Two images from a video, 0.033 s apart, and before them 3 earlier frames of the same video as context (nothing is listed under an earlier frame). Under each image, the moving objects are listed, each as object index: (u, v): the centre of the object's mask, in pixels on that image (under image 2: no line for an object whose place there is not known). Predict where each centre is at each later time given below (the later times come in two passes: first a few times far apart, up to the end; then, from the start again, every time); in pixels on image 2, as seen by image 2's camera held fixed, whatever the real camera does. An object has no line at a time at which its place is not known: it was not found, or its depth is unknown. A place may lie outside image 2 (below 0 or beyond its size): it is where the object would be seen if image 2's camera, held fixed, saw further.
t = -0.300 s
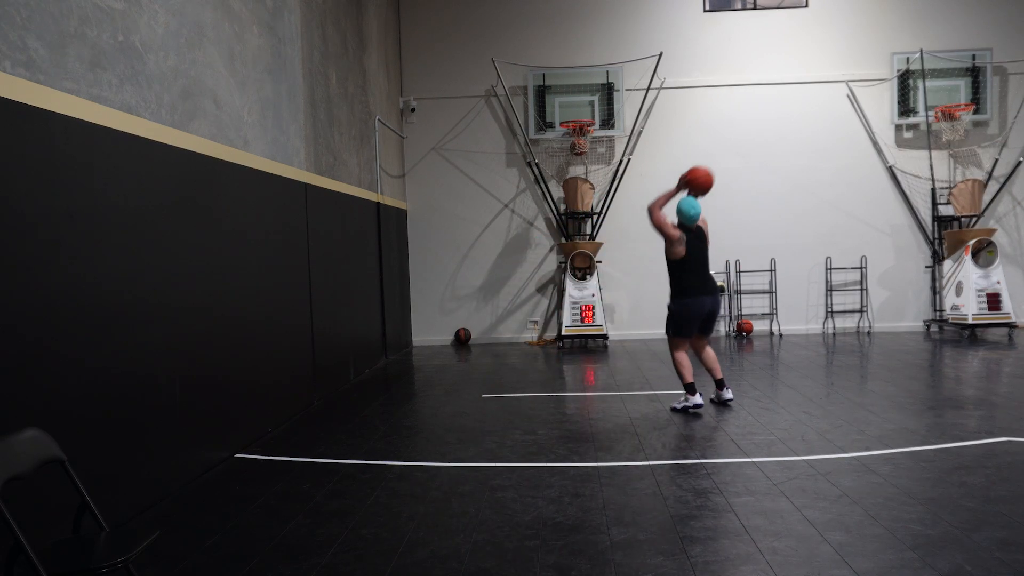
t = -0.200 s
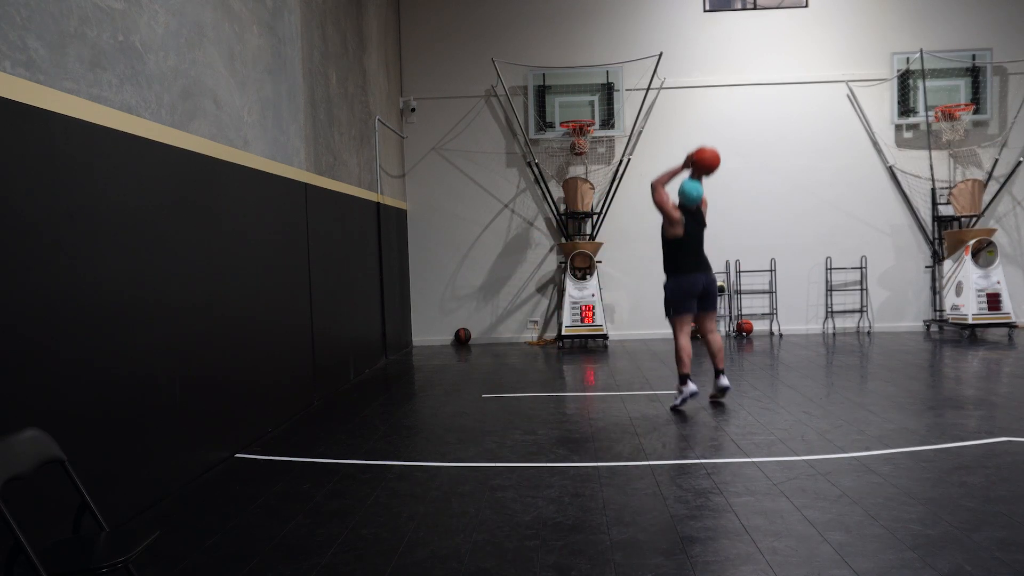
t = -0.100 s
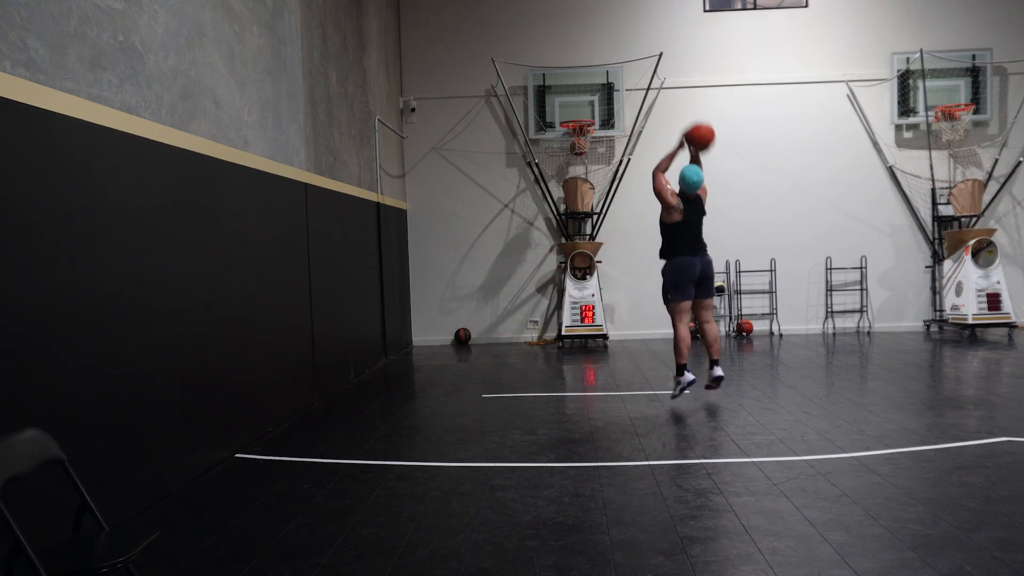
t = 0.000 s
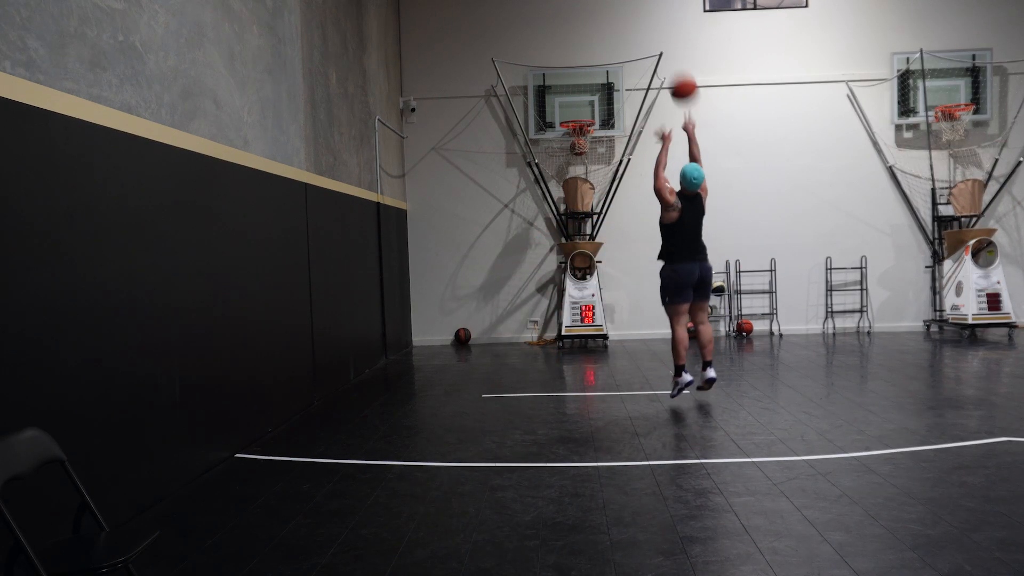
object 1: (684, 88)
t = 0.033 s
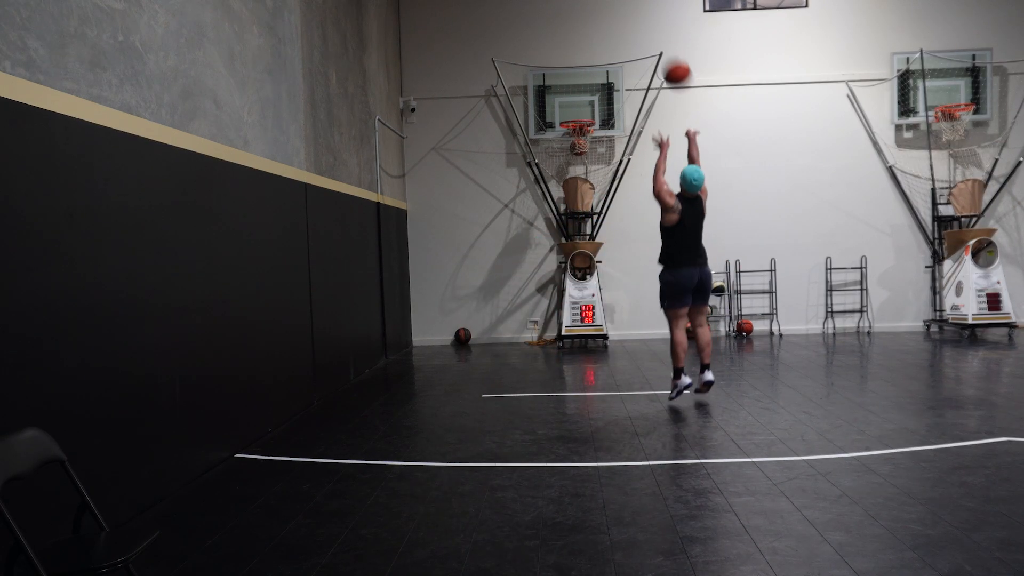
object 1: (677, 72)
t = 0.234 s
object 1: (643, 14)
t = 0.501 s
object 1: (610, 9)
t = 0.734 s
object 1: (588, 49)
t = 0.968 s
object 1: (570, 116)
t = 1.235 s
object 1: (549, 109)
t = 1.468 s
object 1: (559, 76)
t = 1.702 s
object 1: (571, 84)
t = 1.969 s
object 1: (586, 141)
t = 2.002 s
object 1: (587, 151)
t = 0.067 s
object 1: (671, 59)
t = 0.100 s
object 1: (665, 47)
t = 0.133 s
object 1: (659, 36)
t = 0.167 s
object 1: (653, 28)
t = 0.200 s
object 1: (648, 20)
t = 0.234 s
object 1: (643, 14)
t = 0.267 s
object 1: (638, 10)
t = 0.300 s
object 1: (633, 8)
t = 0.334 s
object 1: (629, 7)
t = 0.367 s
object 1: (625, 6)
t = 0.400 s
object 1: (621, 6)
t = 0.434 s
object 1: (617, 7)
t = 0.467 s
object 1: (613, 7)
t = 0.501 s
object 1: (610, 9)
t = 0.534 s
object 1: (607, 11)
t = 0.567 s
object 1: (603, 15)
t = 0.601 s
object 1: (600, 21)
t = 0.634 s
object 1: (597, 27)
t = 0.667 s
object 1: (594, 33)
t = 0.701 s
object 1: (591, 41)
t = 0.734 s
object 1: (588, 49)
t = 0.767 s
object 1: (585, 57)
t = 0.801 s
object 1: (583, 67)
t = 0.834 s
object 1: (580, 77)
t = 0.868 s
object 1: (578, 87)
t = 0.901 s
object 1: (575, 99)
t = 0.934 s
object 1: (573, 110)
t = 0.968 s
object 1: (570, 116)
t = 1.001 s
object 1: (565, 116)
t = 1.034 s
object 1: (560, 117)
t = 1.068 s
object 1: (555, 118)
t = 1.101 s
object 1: (551, 120)
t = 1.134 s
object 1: (549, 121)
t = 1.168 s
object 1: (548, 120)
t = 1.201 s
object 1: (548, 117)
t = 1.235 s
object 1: (549, 109)
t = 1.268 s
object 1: (550, 101)
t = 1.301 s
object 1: (552, 94)
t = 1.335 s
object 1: (553, 89)
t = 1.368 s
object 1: (554, 85)
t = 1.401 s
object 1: (556, 81)
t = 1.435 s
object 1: (558, 78)
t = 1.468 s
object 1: (559, 76)
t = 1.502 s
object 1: (561, 75)
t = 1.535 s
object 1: (562, 74)
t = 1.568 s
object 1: (564, 74)
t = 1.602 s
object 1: (565, 75)
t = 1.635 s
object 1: (567, 77)
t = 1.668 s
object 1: (569, 80)
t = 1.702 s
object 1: (571, 84)
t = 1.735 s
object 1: (572, 88)
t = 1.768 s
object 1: (574, 93)
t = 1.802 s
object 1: (576, 99)
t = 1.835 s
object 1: (577, 106)
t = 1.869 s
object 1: (579, 113)
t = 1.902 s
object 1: (581, 121)
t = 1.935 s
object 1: (583, 131)
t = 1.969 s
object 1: (586, 141)
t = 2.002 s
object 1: (587, 151)
